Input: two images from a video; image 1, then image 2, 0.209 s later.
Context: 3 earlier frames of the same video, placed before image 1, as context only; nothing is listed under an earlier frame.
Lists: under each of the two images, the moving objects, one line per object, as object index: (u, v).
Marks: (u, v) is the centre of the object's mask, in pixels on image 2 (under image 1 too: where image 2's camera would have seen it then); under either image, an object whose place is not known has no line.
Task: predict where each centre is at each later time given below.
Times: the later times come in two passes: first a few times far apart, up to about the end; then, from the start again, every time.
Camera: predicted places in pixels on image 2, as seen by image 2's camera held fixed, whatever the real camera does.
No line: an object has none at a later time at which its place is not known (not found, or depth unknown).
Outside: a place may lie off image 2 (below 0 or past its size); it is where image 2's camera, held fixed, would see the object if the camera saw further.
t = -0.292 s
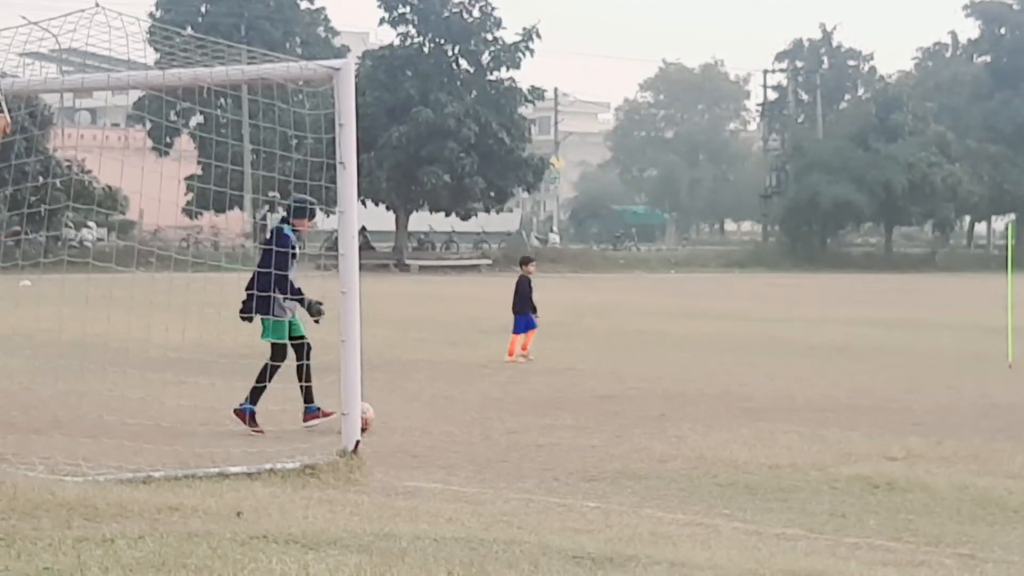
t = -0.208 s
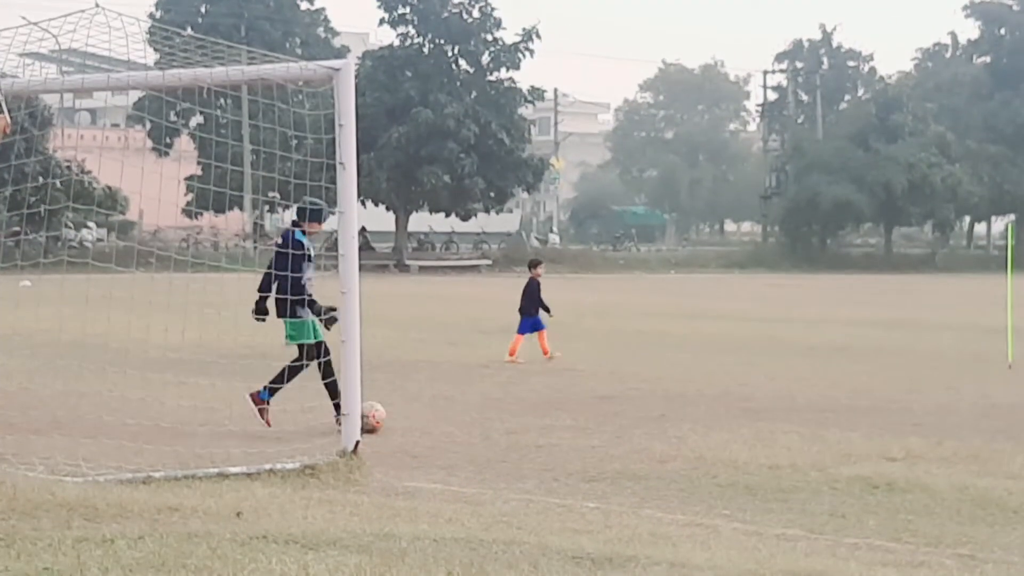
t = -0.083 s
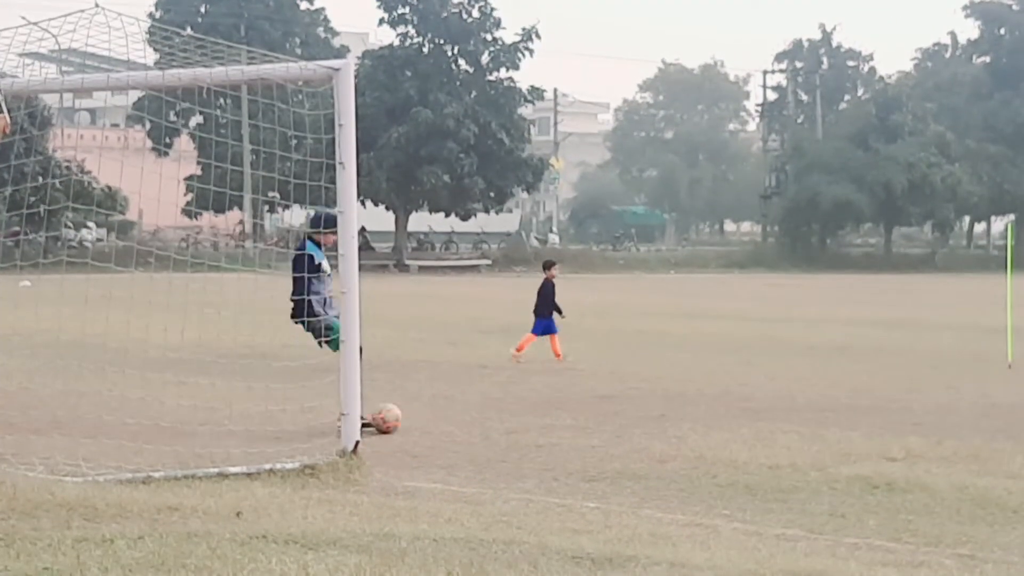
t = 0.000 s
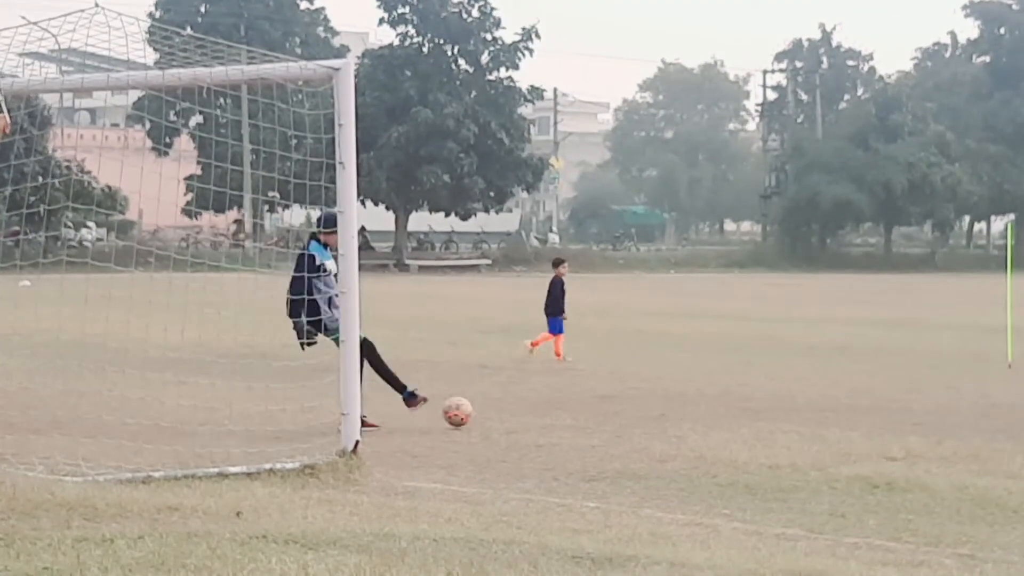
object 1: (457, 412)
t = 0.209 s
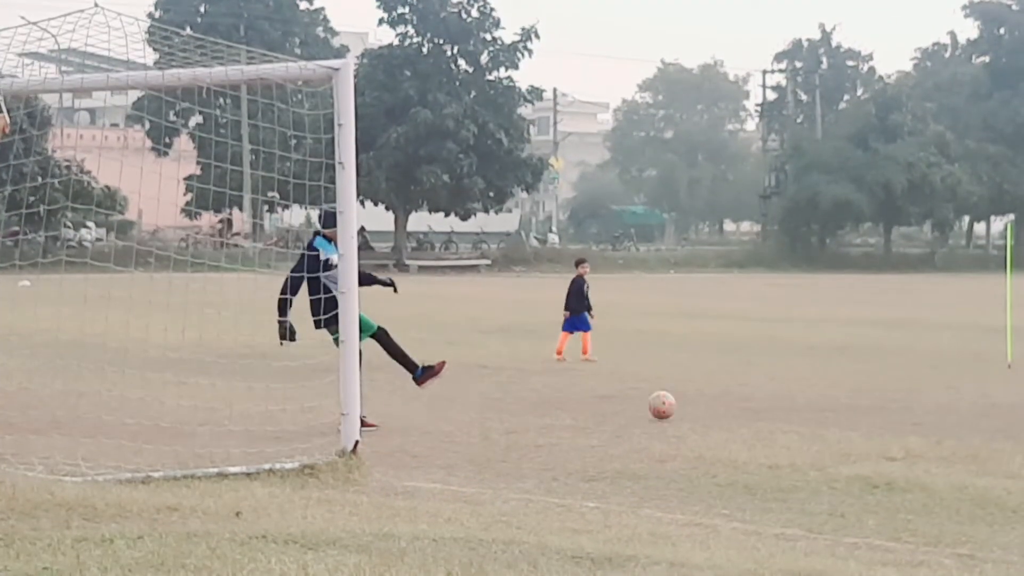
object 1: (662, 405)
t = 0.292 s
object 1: (729, 403)
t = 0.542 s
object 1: (887, 397)
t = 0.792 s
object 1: (1004, 390)
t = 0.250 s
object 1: (697, 405)
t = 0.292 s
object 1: (729, 403)
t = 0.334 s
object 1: (759, 400)
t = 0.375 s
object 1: (788, 400)
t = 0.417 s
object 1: (816, 401)
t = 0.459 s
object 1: (842, 400)
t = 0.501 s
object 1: (867, 400)
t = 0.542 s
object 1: (887, 397)
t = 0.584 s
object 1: (908, 396)
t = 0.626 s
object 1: (928, 397)
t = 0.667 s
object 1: (948, 395)
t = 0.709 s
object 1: (967, 392)
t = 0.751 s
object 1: (986, 392)
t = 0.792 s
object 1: (1004, 390)
